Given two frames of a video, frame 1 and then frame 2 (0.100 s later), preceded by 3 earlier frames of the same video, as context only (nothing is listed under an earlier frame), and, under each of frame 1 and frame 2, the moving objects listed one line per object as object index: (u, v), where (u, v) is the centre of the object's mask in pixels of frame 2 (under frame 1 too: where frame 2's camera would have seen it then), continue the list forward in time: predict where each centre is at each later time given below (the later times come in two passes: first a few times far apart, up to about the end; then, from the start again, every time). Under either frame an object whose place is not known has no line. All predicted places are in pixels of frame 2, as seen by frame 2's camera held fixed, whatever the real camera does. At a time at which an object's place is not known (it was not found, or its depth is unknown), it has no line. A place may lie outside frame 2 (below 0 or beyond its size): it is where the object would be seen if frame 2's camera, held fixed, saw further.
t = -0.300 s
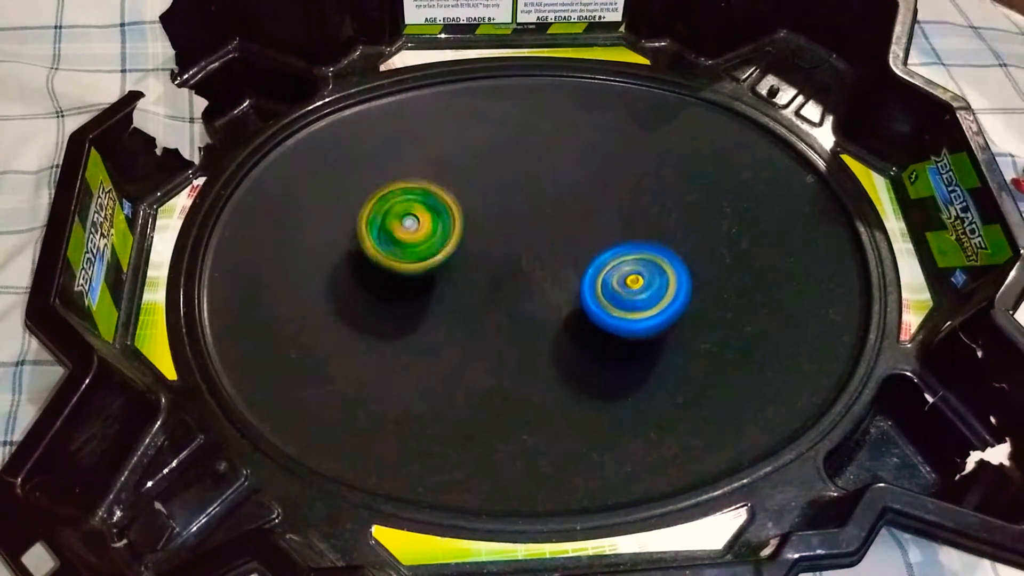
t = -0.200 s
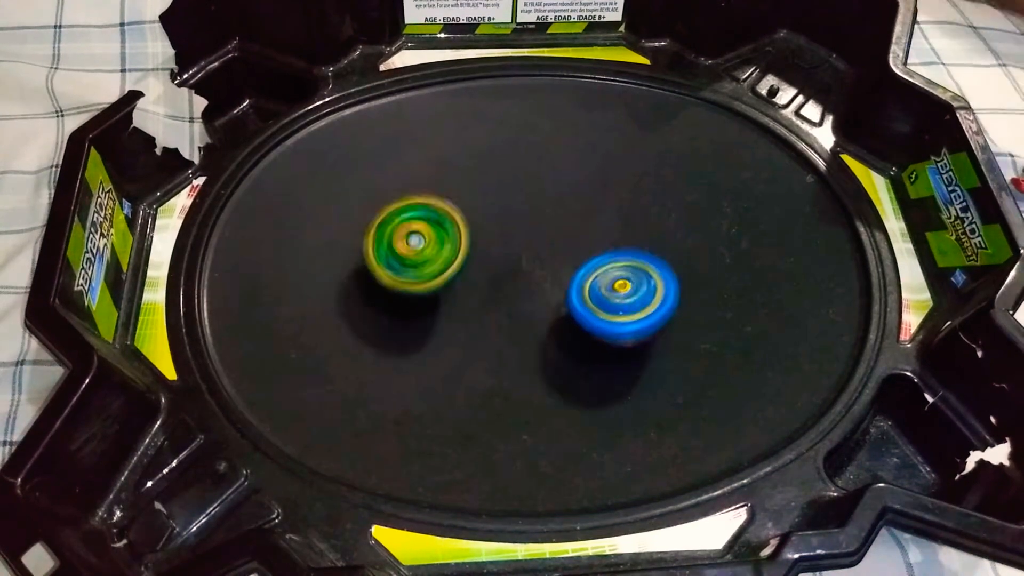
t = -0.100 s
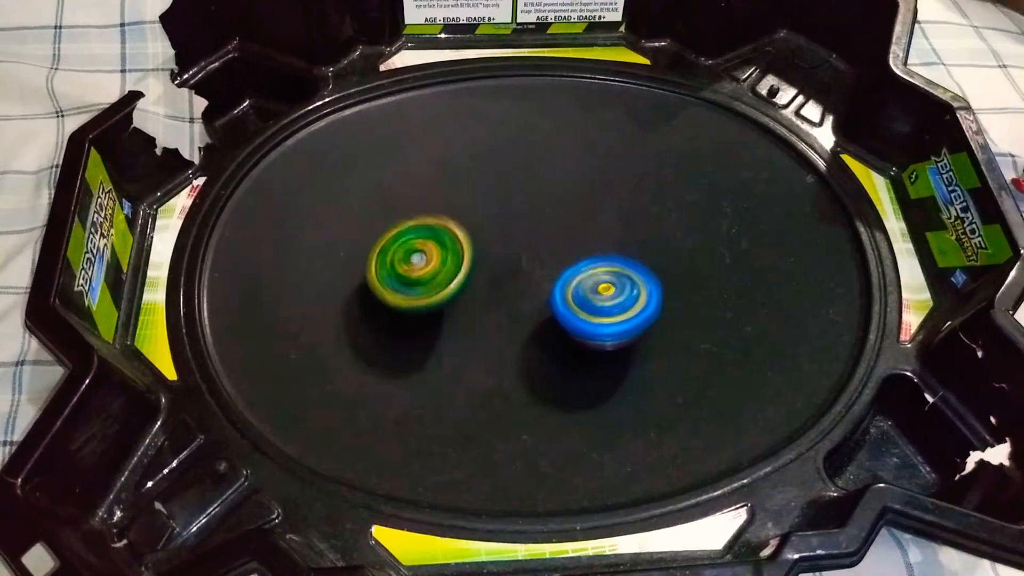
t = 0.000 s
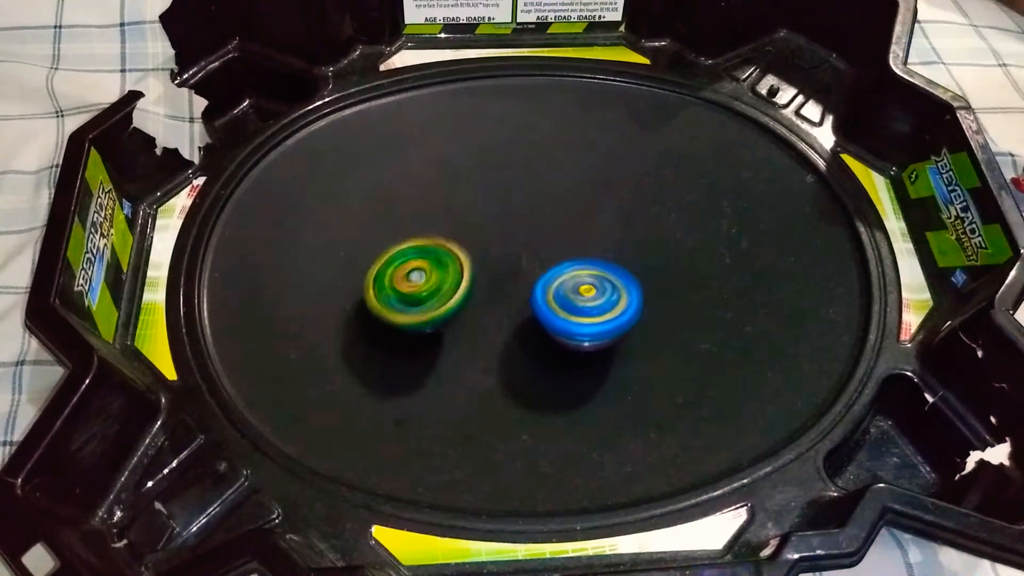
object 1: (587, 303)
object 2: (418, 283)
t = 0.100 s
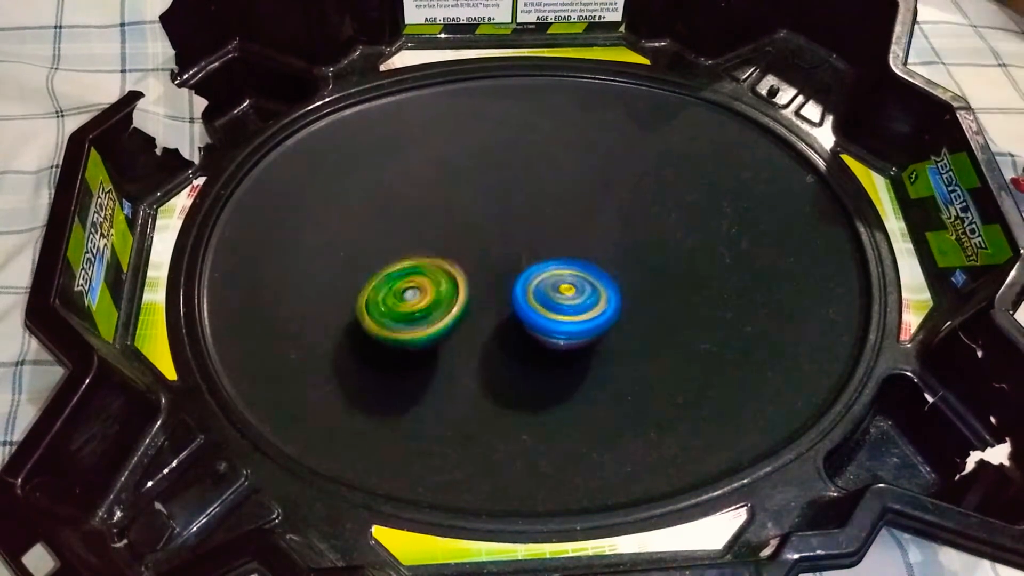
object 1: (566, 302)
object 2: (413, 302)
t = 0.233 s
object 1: (536, 295)
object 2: (401, 320)
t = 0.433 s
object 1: (489, 270)
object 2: (397, 328)
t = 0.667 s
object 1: (467, 235)
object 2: (423, 326)
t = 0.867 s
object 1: (468, 216)
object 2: (454, 338)
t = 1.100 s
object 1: (488, 214)
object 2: (492, 346)
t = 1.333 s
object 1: (510, 234)
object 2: (512, 354)
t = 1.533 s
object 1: (525, 235)
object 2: (511, 364)
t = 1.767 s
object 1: (522, 228)
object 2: (499, 352)
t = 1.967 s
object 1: (498, 238)
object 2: (511, 335)
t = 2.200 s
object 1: (478, 216)
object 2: (518, 345)
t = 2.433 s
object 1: (460, 211)
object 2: (518, 336)
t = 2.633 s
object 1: (452, 216)
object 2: (538, 325)
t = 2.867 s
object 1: (449, 236)
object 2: (549, 328)
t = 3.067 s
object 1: (444, 257)
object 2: (555, 324)
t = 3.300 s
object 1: (432, 280)
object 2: (560, 310)
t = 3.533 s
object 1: (420, 294)
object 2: (562, 301)
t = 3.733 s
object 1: (413, 300)
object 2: (555, 297)
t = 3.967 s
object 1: (418, 297)
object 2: (545, 288)
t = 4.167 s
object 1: (426, 294)
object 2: (550, 296)
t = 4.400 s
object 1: (360, 258)
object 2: (577, 339)
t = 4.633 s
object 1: (358, 253)
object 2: (567, 331)
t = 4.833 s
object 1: (377, 262)
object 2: (558, 313)
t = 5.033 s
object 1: (414, 289)
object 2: (551, 300)
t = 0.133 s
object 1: (558, 301)
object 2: (410, 307)
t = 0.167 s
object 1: (551, 299)
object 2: (408, 311)
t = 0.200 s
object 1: (544, 297)
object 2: (405, 315)
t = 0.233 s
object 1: (536, 295)
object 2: (401, 320)
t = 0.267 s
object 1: (527, 292)
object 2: (397, 322)
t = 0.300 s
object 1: (518, 288)
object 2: (395, 324)
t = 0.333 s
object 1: (510, 283)
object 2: (393, 326)
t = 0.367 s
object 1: (502, 280)
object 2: (394, 326)
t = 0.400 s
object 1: (495, 275)
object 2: (395, 327)
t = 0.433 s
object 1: (489, 270)
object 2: (397, 328)
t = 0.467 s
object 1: (483, 265)
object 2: (397, 328)
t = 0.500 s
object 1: (478, 260)
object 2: (400, 326)
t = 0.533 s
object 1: (474, 255)
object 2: (405, 325)
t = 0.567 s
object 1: (471, 250)
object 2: (408, 327)
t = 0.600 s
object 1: (470, 244)
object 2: (406, 327)
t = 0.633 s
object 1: (468, 239)
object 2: (413, 323)
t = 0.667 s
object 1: (467, 235)
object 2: (423, 326)
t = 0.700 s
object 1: (466, 231)
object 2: (426, 330)
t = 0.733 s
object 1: (466, 227)
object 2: (427, 332)
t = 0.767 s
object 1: (465, 224)
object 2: (431, 329)
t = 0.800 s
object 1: (466, 221)
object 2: (443, 329)
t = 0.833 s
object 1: (467, 218)
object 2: (450, 334)
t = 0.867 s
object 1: (468, 216)
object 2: (454, 338)
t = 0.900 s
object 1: (470, 215)
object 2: (455, 337)
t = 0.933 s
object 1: (472, 214)
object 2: (463, 336)
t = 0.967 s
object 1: (475, 213)
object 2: (473, 339)
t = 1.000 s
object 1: (478, 213)
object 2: (478, 344)
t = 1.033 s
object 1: (481, 213)
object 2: (480, 347)
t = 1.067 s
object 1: (485, 213)
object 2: (483, 346)
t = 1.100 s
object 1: (488, 214)
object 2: (492, 346)
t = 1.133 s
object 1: (492, 216)
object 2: (498, 351)
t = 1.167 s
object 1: (495, 218)
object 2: (498, 354)
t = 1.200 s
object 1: (499, 220)
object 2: (499, 353)
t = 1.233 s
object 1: (502, 224)
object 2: (506, 351)
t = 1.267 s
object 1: (504, 226)
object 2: (513, 354)
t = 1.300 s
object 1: (507, 230)
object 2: (512, 357)
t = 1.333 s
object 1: (510, 234)
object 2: (512, 354)
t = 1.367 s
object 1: (512, 239)
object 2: (515, 350)
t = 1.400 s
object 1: (515, 243)
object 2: (521, 349)
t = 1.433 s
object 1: (517, 247)
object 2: (523, 348)
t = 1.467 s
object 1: (519, 251)
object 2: (522, 345)
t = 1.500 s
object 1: (522, 248)
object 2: (519, 355)
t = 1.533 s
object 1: (525, 235)
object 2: (511, 364)
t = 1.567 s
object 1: (527, 225)
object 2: (507, 364)
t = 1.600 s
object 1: (529, 219)
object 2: (510, 360)
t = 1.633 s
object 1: (530, 216)
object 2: (517, 361)
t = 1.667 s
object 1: (530, 218)
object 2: (517, 364)
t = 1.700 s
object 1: (528, 221)
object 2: (509, 365)
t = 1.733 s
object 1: (525, 224)
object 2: (499, 360)
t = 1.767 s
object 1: (522, 228)
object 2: (499, 352)
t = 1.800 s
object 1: (518, 231)
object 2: (502, 349)
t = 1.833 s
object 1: (514, 233)
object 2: (506, 349)
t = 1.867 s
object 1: (511, 235)
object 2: (506, 348)
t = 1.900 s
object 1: (507, 237)
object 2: (505, 342)
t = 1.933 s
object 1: (502, 238)
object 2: (507, 335)
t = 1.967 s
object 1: (498, 238)
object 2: (511, 335)
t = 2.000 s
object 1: (496, 230)
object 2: (507, 341)
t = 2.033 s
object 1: (495, 223)
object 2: (505, 341)
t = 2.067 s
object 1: (493, 220)
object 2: (506, 337)
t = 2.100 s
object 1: (489, 219)
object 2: (512, 334)
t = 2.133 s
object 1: (485, 218)
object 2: (518, 335)
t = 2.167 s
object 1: (481, 217)
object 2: (522, 339)
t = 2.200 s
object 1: (478, 216)
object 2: (518, 345)
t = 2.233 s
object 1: (475, 215)
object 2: (511, 344)
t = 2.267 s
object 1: (472, 214)
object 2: (512, 339)
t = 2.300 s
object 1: (469, 213)
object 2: (515, 338)
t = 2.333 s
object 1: (466, 213)
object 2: (519, 339)
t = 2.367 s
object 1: (464, 212)
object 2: (522, 340)
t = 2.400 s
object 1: (462, 211)
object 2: (520, 340)
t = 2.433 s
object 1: (460, 211)
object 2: (518, 336)
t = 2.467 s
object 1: (458, 211)
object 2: (519, 330)
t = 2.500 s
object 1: (456, 211)
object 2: (523, 323)
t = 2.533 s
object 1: (454, 211)
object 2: (530, 320)
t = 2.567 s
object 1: (453, 213)
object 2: (537, 321)
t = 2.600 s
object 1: (453, 214)
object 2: (538, 323)
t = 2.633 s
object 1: (452, 216)
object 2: (538, 325)
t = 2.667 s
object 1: (451, 218)
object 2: (535, 325)
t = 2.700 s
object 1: (450, 220)
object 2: (533, 320)
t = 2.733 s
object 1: (450, 223)
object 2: (537, 316)
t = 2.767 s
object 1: (449, 227)
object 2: (543, 315)
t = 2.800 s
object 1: (449, 229)
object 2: (550, 317)
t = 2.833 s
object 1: (449, 233)
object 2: (553, 324)
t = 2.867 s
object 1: (449, 236)
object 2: (549, 328)
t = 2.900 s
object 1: (448, 240)
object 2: (545, 327)
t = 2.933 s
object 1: (447, 243)
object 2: (544, 323)
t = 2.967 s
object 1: (446, 247)
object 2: (547, 320)
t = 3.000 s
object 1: (446, 250)
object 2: (554, 320)
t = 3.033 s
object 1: (445, 254)
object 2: (556, 323)
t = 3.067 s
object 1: (444, 257)
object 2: (555, 324)
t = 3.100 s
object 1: (442, 261)
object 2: (551, 322)
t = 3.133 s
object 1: (441, 264)
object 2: (546, 317)
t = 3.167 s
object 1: (440, 268)
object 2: (545, 309)
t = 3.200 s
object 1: (438, 271)
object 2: (551, 304)
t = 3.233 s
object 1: (436, 274)
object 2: (556, 303)
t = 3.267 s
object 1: (434, 277)
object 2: (560, 305)
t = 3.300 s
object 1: (432, 280)
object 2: (560, 310)
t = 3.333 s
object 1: (430, 283)
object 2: (555, 311)
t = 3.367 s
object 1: (429, 285)
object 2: (550, 309)
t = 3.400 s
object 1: (428, 287)
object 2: (547, 304)
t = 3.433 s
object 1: (426, 289)
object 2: (548, 299)
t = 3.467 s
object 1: (424, 291)
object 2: (555, 297)
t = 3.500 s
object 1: (422, 293)
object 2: (560, 298)
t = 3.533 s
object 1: (420, 294)
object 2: (562, 301)
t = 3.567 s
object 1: (418, 295)
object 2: (557, 303)
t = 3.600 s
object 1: (417, 296)
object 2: (550, 304)
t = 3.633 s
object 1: (415, 297)
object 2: (545, 300)
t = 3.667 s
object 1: (414, 299)
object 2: (547, 297)
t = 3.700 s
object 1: (413, 300)
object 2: (551, 296)
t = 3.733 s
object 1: (413, 300)
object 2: (555, 297)
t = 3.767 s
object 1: (412, 300)
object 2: (557, 299)
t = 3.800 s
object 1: (412, 300)
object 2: (557, 303)
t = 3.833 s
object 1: (411, 299)
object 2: (552, 304)
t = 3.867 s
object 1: (412, 299)
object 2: (546, 302)
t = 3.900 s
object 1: (414, 299)
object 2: (542, 298)
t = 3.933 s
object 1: (416, 298)
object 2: (540, 292)
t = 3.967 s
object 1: (418, 297)
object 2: (545, 288)
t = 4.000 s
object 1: (420, 297)
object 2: (550, 288)
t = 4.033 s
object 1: (423, 297)
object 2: (553, 291)
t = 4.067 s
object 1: (426, 297)
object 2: (551, 295)
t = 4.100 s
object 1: (428, 296)
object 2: (545, 296)
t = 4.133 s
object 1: (426, 295)
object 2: (547, 296)
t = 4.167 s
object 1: (426, 294)
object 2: (550, 296)
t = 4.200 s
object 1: (430, 294)
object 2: (552, 299)
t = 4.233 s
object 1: (432, 294)
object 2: (550, 300)
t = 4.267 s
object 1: (427, 290)
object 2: (556, 304)
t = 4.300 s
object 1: (403, 280)
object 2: (573, 314)
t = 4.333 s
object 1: (382, 271)
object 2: (579, 327)
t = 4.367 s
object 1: (369, 263)
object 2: (576, 336)
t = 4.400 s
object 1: (360, 258)
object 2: (577, 339)
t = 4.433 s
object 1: (356, 255)
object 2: (576, 342)
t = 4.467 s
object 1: (357, 254)
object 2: (574, 341)
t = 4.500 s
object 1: (356, 254)
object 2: (574, 339)
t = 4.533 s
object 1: (356, 254)
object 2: (575, 339)
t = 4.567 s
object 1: (356, 253)
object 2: (573, 337)
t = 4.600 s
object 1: (357, 253)
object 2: (571, 334)
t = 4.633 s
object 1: (358, 253)
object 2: (567, 331)
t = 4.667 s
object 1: (360, 254)
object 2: (560, 327)
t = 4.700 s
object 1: (363, 255)
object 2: (555, 323)
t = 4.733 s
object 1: (366, 255)
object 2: (549, 317)
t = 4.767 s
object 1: (369, 258)
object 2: (549, 313)
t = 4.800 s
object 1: (373, 260)
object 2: (554, 312)
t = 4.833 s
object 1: (377, 262)
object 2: (558, 313)
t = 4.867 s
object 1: (381, 265)
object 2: (560, 311)
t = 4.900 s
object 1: (385, 269)
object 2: (559, 307)
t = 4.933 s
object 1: (391, 272)
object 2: (558, 306)
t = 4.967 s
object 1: (397, 277)
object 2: (554, 305)
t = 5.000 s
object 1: (405, 283)
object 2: (551, 302)
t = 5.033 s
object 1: (414, 289)
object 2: (551, 300)
